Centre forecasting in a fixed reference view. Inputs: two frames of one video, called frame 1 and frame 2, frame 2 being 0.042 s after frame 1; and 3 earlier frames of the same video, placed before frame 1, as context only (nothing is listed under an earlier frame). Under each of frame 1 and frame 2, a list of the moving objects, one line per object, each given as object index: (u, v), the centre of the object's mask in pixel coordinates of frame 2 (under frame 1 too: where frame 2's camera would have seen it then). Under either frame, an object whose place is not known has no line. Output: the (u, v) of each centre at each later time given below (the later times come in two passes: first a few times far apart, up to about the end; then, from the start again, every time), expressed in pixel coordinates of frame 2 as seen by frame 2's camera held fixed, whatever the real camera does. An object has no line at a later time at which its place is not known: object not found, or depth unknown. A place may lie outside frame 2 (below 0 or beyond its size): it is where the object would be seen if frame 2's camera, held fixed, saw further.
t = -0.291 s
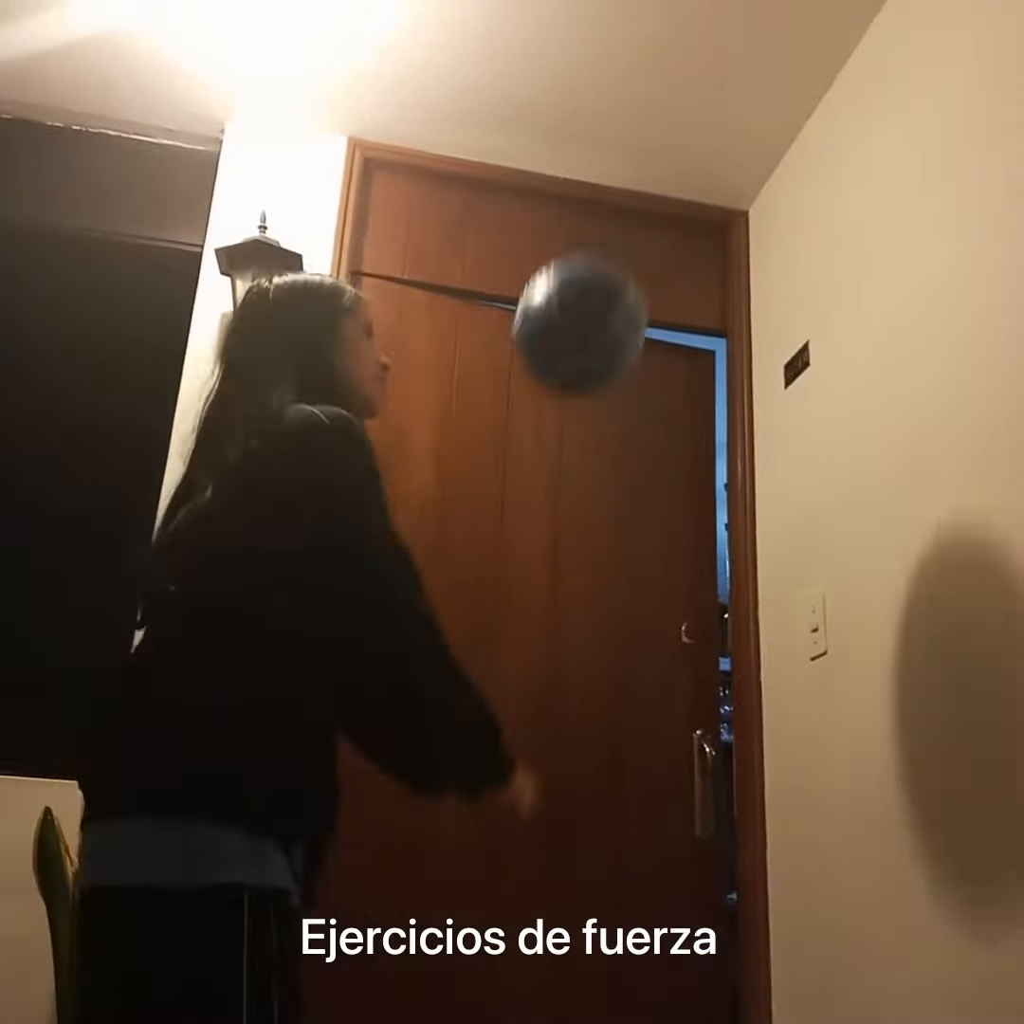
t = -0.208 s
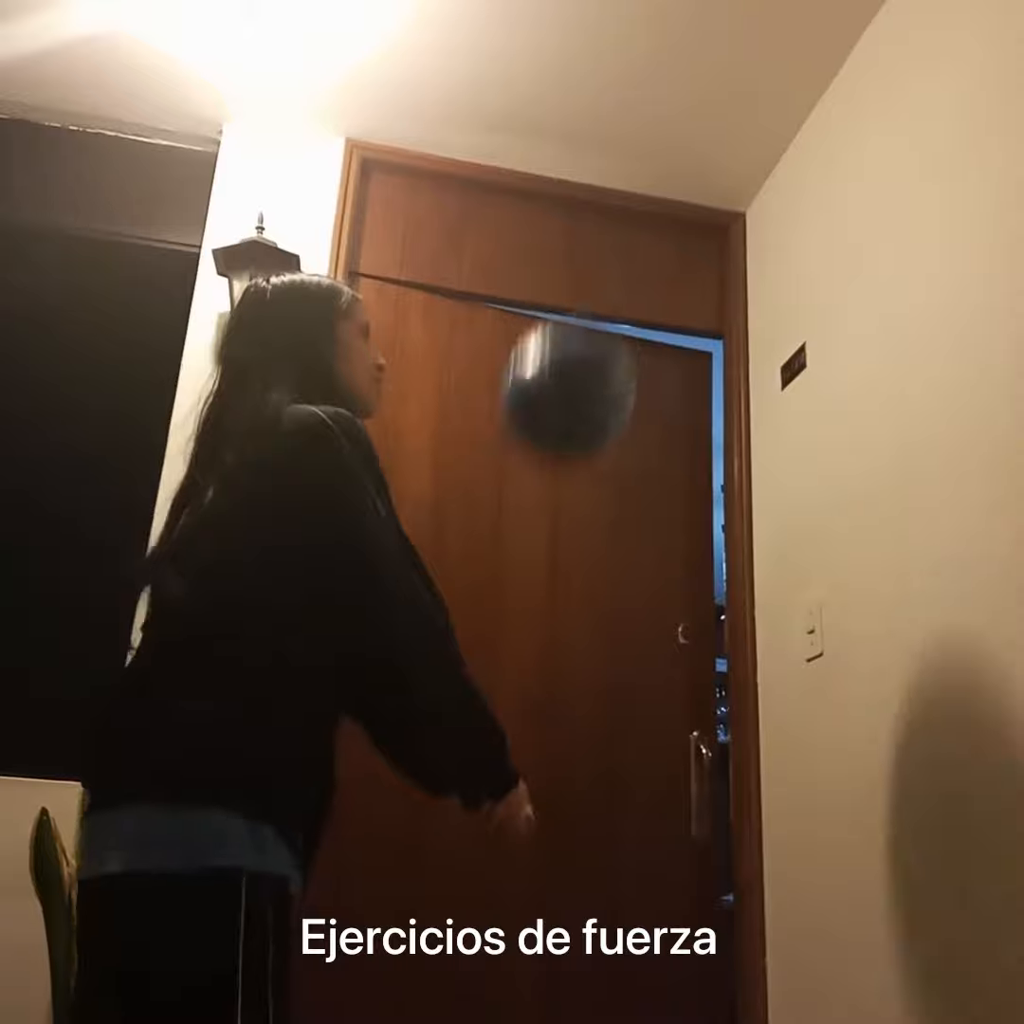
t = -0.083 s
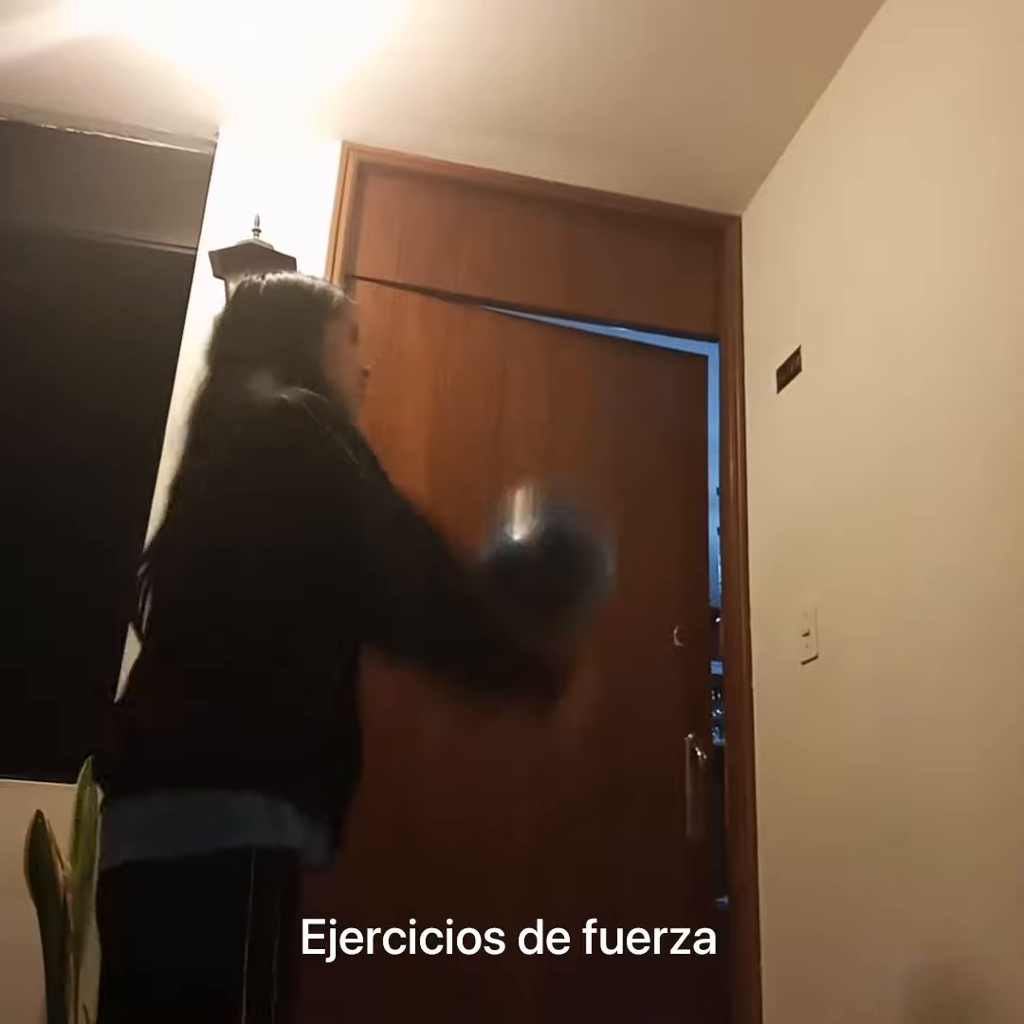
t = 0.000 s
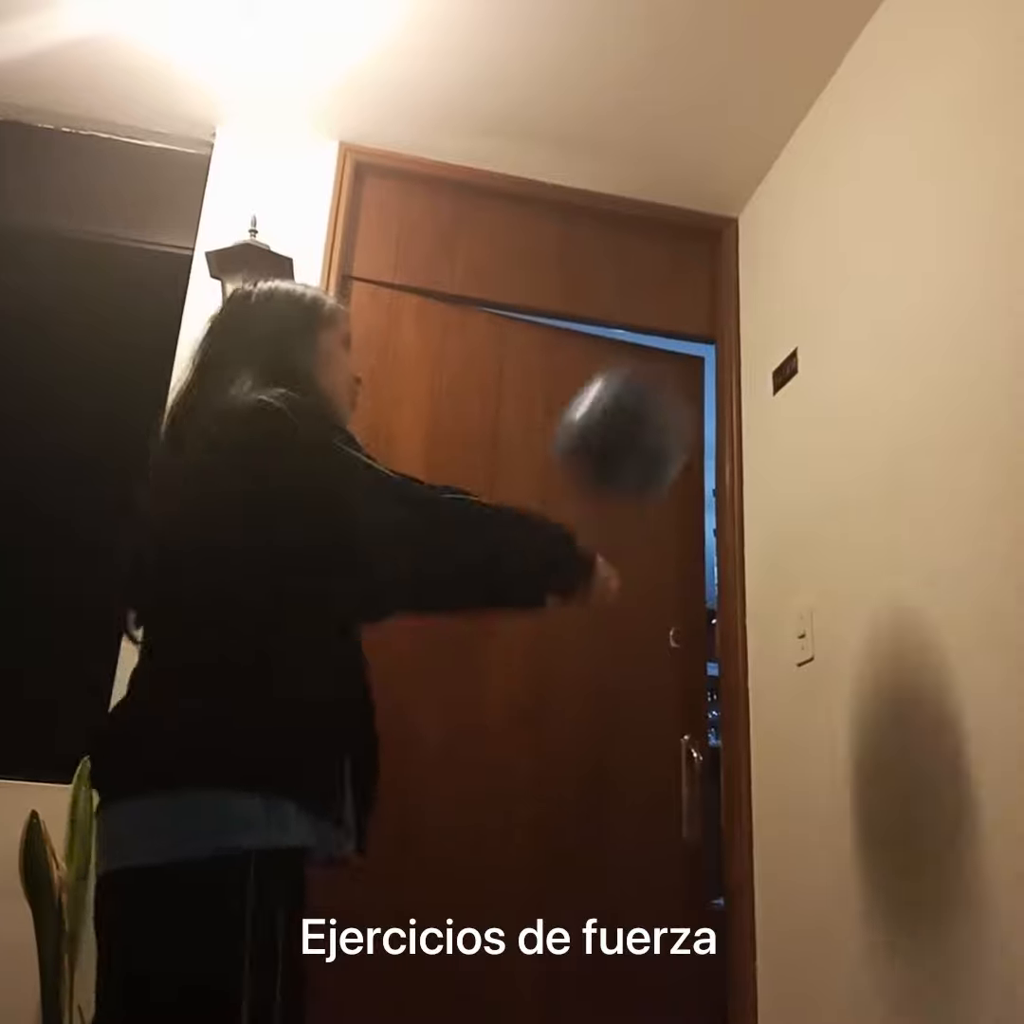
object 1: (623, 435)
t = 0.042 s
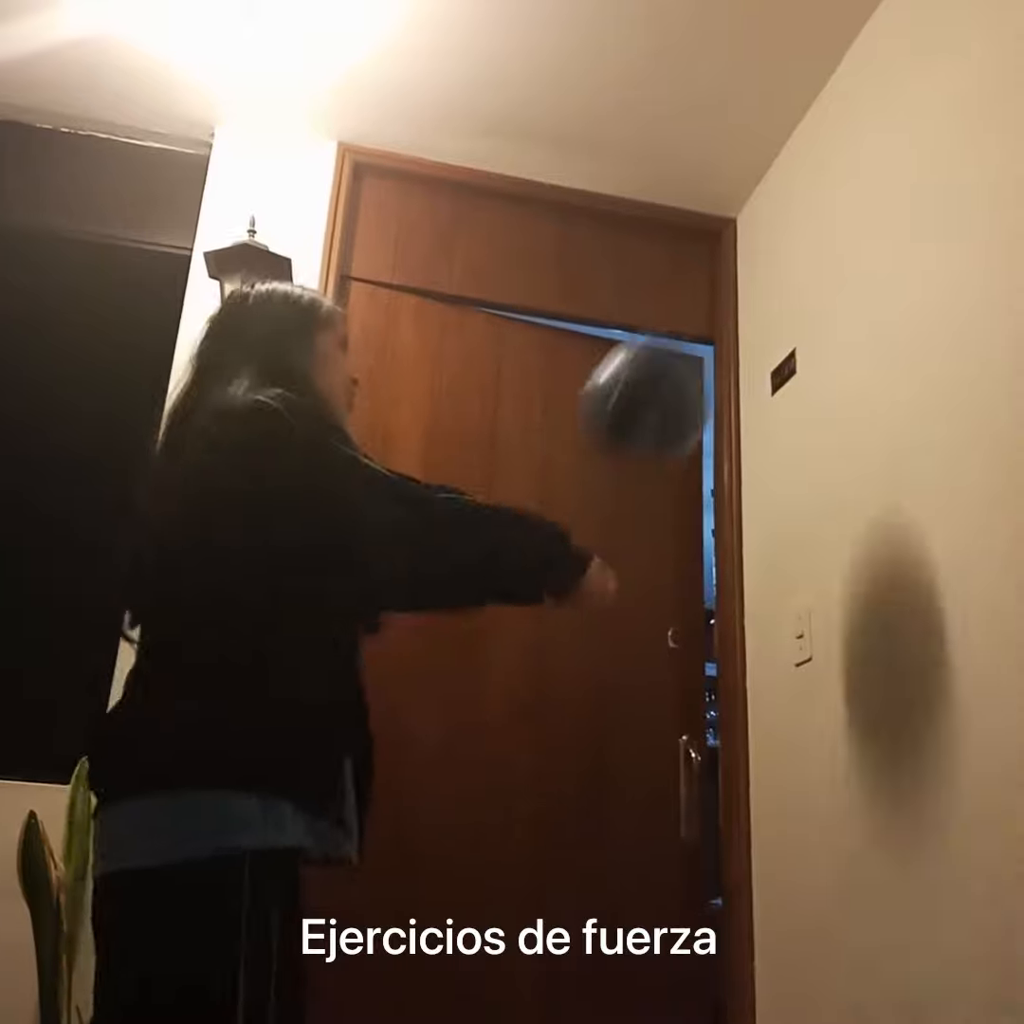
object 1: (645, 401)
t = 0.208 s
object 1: (747, 339)
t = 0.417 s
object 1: (767, 387)
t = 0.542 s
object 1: (710, 482)
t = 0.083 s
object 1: (672, 370)
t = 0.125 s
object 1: (699, 353)
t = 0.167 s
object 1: (722, 343)
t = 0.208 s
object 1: (747, 339)
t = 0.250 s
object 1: (769, 342)
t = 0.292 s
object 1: (791, 352)
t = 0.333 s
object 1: (801, 365)
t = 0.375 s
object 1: (783, 372)
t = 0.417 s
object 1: (767, 387)
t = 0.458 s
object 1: (746, 412)
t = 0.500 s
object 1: (727, 443)
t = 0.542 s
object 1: (710, 482)
